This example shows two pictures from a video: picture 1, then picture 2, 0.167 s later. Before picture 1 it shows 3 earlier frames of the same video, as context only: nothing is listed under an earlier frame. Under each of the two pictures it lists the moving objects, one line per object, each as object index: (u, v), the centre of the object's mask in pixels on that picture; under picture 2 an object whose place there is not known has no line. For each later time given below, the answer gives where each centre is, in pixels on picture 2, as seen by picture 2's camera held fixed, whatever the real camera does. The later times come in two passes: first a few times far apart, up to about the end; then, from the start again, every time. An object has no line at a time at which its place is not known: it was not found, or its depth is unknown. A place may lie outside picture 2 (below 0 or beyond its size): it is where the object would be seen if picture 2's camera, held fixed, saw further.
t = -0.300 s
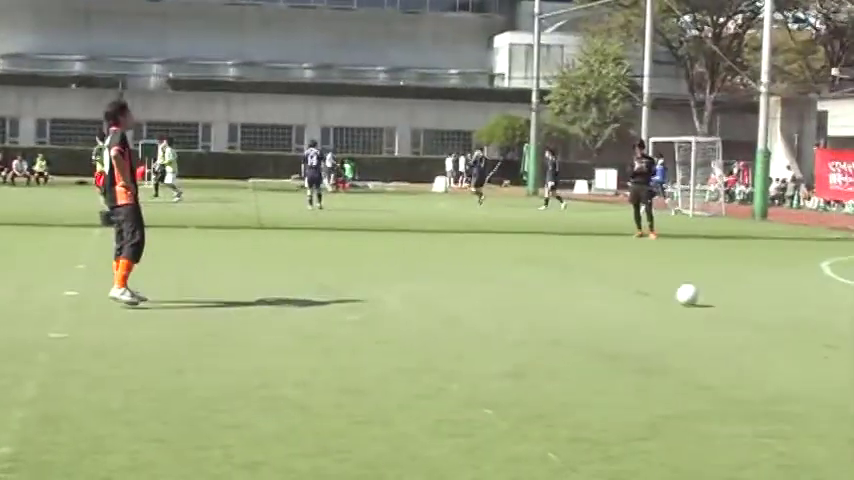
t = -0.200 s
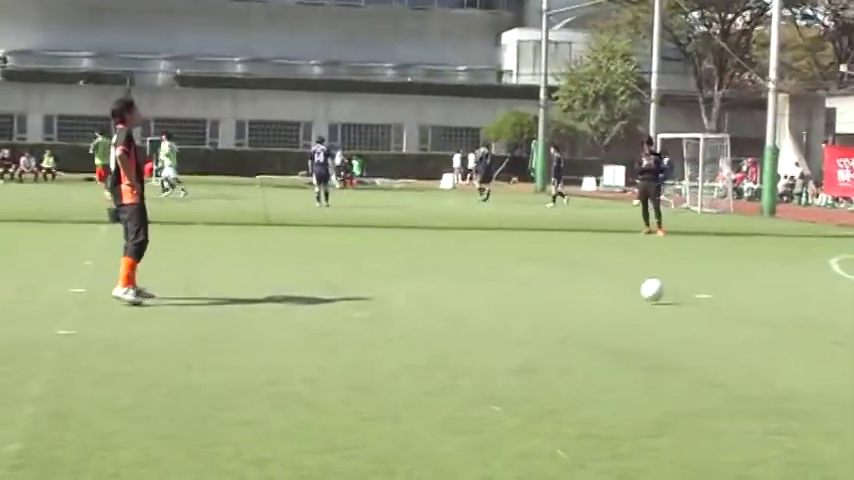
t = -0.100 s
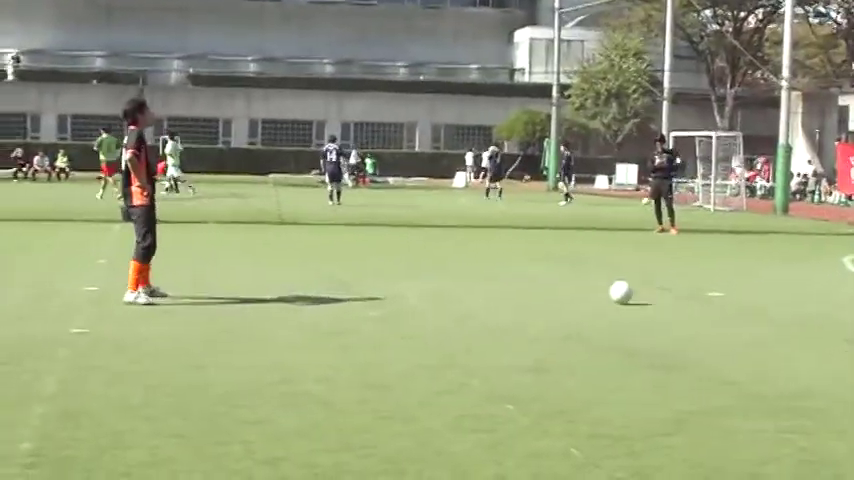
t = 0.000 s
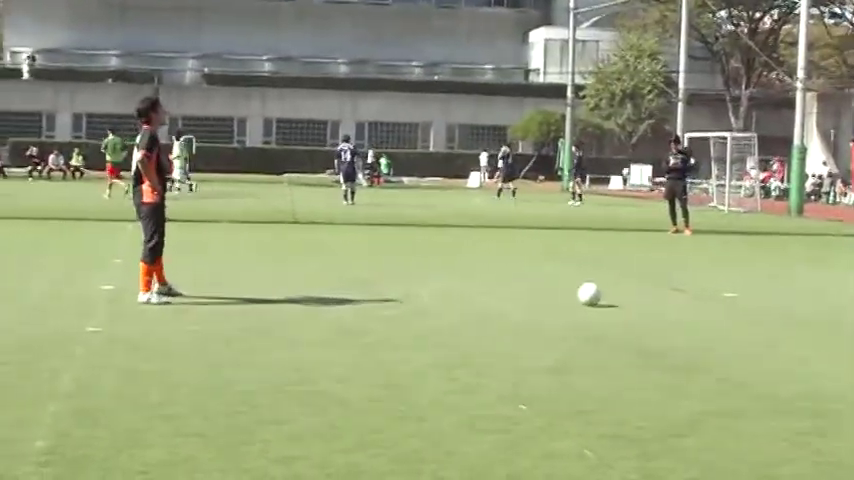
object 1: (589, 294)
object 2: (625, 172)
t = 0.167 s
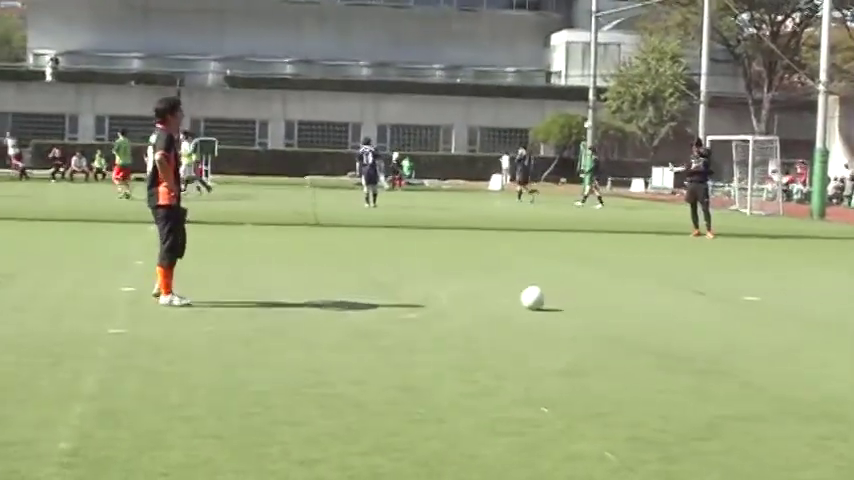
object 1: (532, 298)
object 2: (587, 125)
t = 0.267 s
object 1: (484, 299)
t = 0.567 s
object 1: (339, 299)
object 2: (449, 45)
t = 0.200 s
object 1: (516, 298)
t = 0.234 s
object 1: (500, 298)
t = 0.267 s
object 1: (484, 299)
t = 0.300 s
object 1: (468, 299)
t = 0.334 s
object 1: (452, 299)
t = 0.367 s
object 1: (436, 299)
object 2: (516, 77)
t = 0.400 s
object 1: (419, 298)
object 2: (508, 71)
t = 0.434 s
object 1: (404, 297)
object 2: (495, 65)
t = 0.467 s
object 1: (387, 296)
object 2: (483, 59)
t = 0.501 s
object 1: (371, 298)
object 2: (472, 55)
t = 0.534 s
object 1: (354, 301)
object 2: (460, 50)
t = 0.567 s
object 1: (339, 299)
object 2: (449, 45)
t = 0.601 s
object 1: (324, 297)
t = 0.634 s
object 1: (306, 301)
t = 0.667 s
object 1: (288, 302)
